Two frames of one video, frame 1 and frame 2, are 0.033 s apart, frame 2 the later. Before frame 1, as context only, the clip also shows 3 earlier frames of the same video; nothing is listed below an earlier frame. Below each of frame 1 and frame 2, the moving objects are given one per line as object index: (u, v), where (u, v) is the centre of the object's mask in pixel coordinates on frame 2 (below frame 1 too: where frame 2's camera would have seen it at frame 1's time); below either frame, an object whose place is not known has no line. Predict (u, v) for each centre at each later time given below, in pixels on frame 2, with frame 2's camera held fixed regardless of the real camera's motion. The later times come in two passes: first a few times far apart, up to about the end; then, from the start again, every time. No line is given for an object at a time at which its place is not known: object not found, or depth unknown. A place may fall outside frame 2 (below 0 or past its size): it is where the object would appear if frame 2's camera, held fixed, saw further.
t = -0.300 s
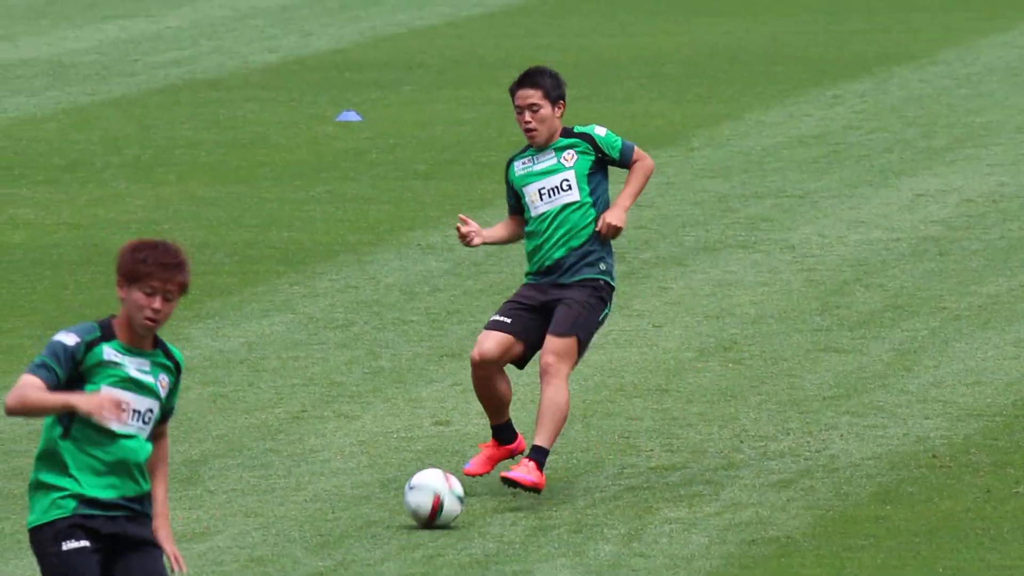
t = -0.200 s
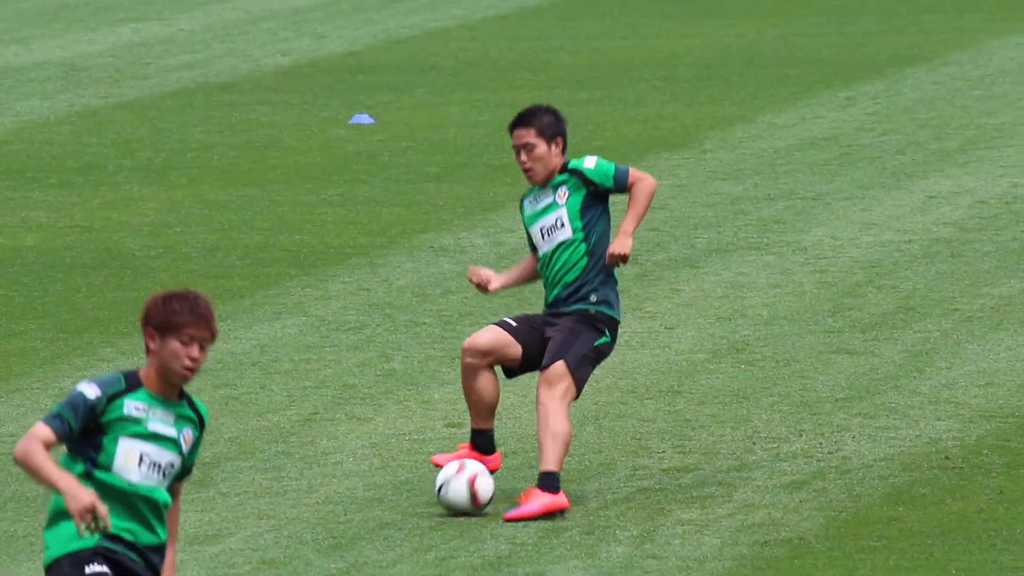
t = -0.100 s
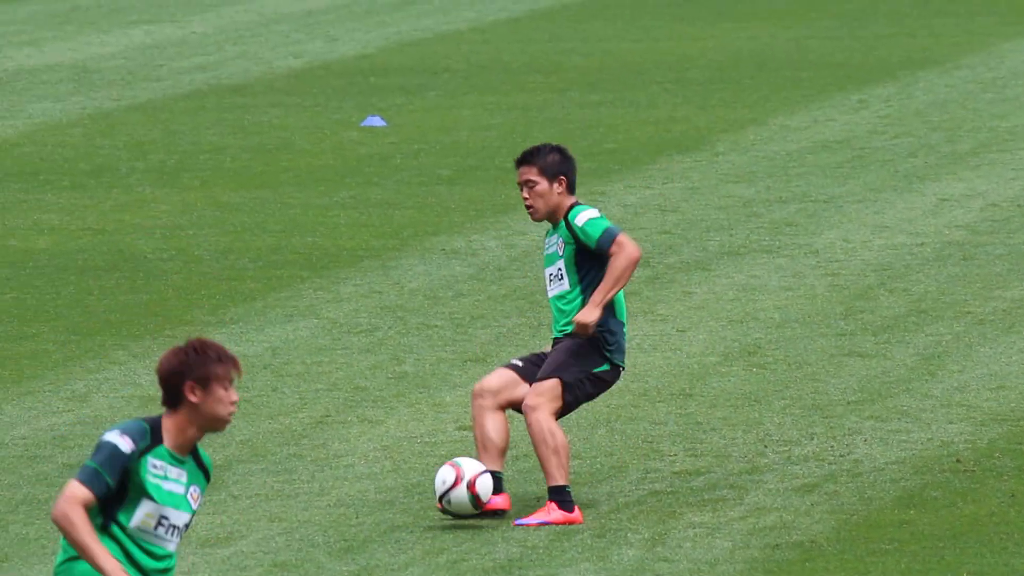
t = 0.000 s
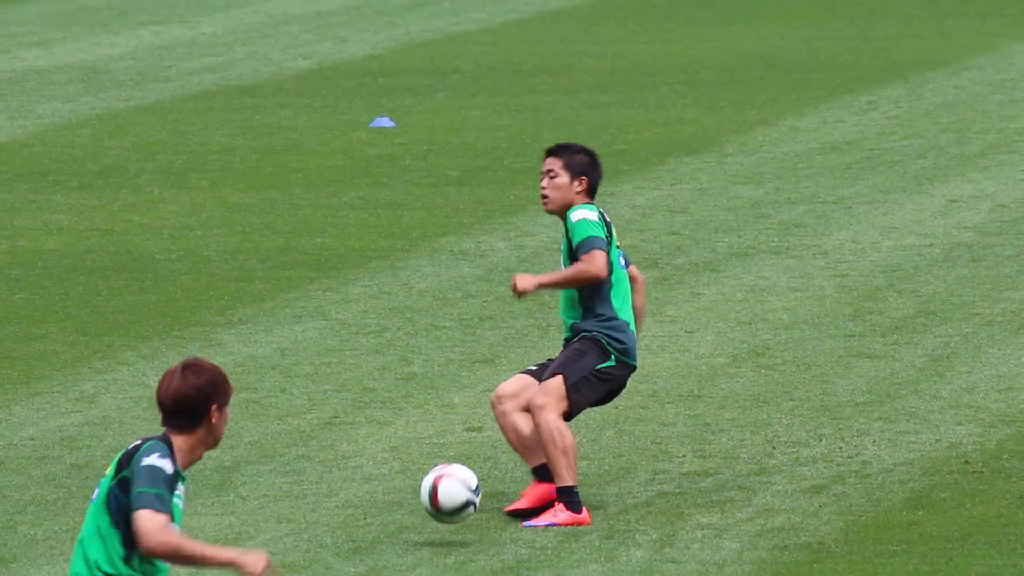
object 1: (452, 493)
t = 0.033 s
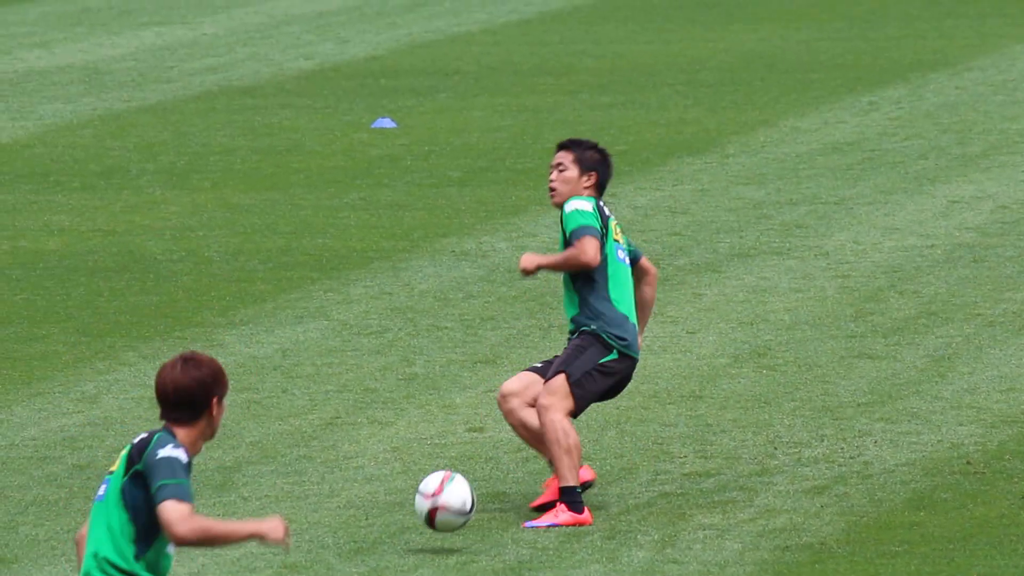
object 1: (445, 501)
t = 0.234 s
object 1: (408, 531)
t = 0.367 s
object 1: (387, 554)
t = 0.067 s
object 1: (438, 512)
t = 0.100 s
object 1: (432, 527)
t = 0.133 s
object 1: (425, 542)
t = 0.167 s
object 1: (419, 537)
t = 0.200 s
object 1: (414, 533)
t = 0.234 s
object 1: (408, 531)
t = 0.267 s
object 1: (403, 534)
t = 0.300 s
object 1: (398, 539)
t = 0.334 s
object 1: (393, 546)
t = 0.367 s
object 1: (387, 554)
